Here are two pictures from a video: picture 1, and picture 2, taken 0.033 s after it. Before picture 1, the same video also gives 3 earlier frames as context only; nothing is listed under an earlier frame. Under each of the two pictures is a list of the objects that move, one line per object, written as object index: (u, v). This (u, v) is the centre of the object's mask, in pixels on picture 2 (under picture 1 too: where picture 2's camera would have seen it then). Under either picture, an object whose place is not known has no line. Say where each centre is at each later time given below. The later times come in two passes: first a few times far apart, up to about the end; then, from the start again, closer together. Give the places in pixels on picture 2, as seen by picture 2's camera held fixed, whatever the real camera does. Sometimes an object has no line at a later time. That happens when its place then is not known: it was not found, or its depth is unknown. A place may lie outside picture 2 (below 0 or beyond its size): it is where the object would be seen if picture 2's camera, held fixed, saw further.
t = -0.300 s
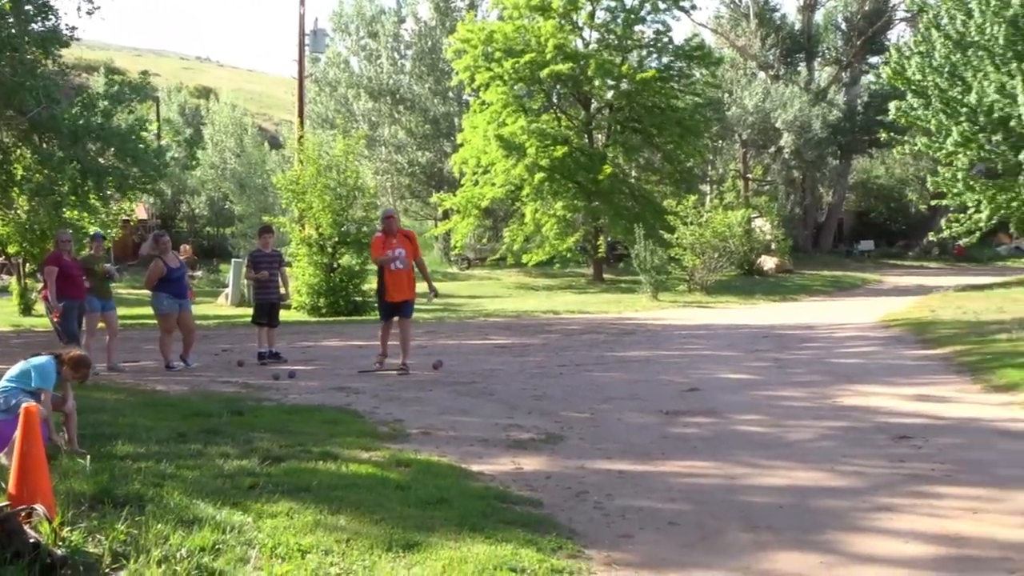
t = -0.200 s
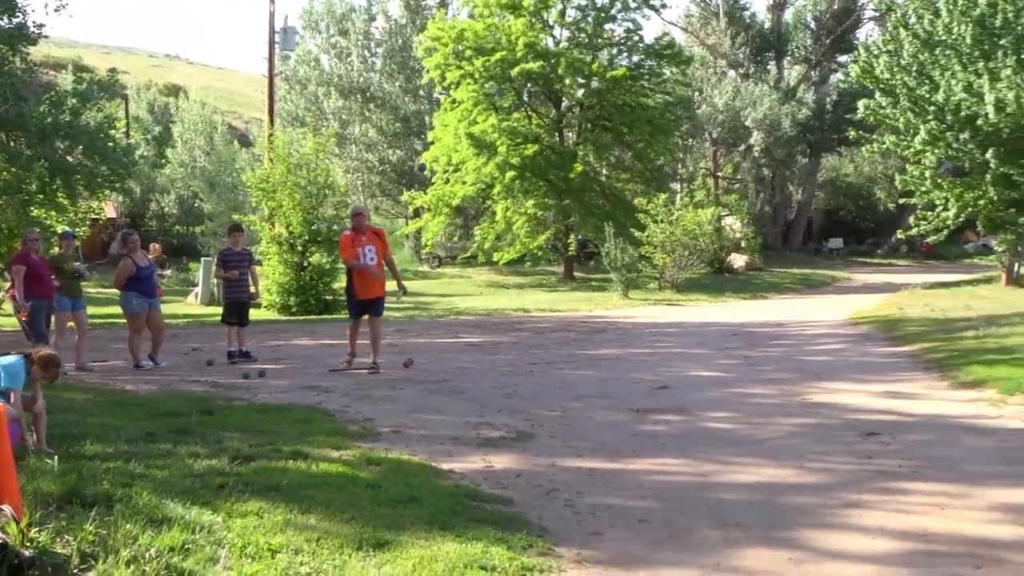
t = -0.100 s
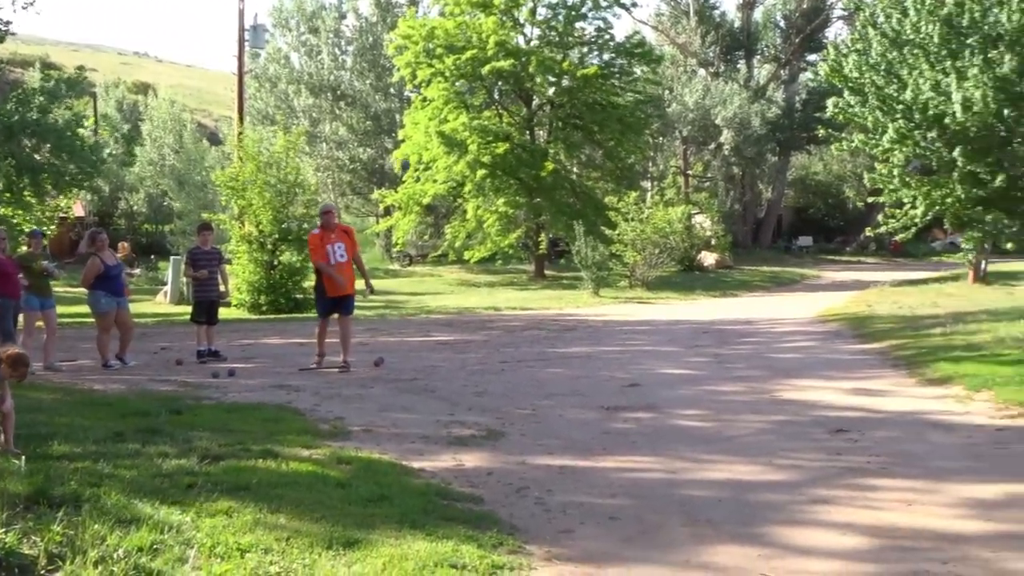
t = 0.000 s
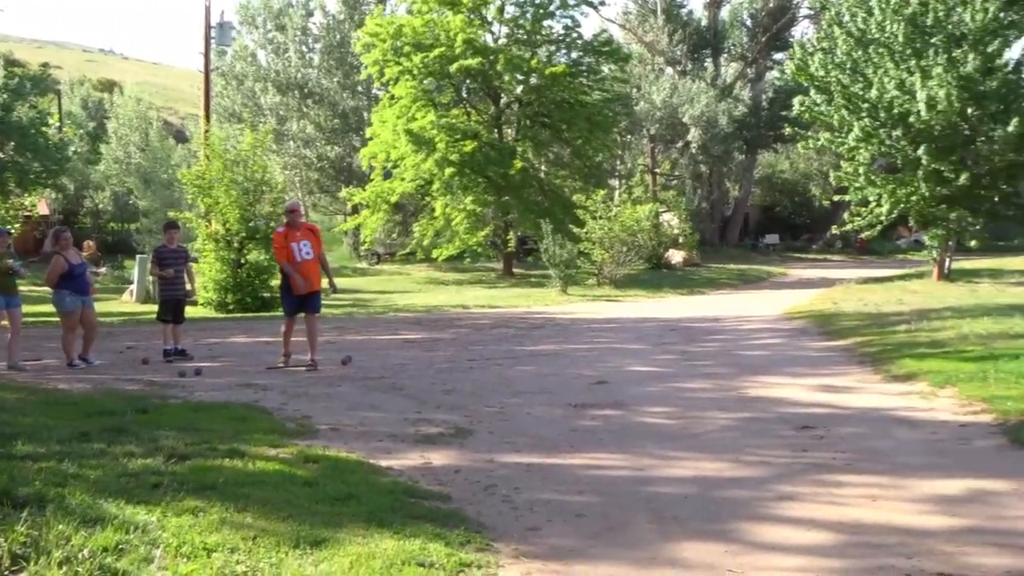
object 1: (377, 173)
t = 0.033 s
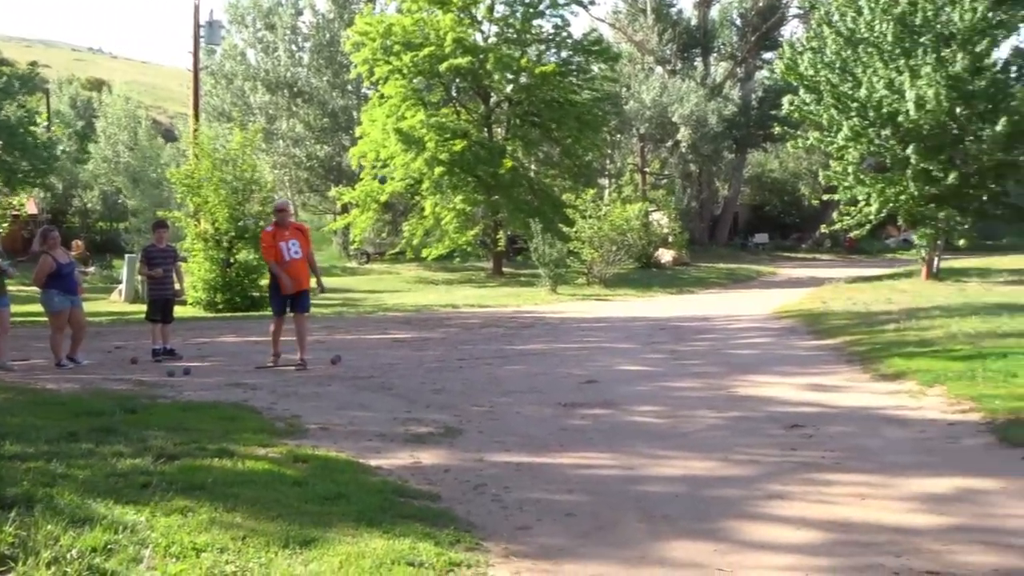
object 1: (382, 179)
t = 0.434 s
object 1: (455, 385)
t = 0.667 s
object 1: (503, 419)
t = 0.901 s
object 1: (556, 449)
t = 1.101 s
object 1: (607, 465)
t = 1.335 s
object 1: (670, 482)
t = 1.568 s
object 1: (741, 497)
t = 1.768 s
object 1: (807, 515)
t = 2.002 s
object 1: (895, 540)
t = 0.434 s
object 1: (455, 385)
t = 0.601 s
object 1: (489, 418)
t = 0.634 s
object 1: (496, 417)
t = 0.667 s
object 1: (503, 419)
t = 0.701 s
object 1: (510, 421)
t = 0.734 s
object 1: (517, 426)
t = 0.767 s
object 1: (524, 432)
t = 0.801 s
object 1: (532, 439)
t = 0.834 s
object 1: (540, 448)
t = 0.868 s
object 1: (548, 449)
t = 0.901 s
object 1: (556, 449)
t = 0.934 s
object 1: (564, 451)
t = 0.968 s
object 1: (574, 457)
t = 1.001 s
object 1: (581, 459)
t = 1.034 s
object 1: (590, 460)
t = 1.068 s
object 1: (599, 462)
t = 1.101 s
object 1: (607, 465)
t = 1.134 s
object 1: (615, 467)
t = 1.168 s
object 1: (624, 470)
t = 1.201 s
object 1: (633, 472)
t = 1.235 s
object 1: (642, 476)
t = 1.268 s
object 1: (651, 478)
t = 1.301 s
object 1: (660, 480)
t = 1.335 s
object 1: (670, 482)
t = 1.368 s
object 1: (679, 486)
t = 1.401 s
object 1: (690, 487)
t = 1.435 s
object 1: (700, 489)
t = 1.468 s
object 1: (710, 489)
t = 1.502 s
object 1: (720, 490)
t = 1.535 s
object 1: (730, 493)
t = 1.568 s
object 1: (741, 497)
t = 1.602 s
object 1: (751, 498)
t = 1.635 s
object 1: (762, 500)
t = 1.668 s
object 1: (773, 504)
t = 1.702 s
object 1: (784, 510)
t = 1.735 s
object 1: (796, 512)
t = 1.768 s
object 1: (807, 515)
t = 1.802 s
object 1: (819, 517)
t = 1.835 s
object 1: (831, 521)
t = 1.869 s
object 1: (844, 526)
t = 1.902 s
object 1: (856, 528)
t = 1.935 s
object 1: (869, 533)
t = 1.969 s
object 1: (882, 536)
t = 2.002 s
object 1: (895, 540)
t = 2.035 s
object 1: (908, 538)
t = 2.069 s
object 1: (921, 537)
